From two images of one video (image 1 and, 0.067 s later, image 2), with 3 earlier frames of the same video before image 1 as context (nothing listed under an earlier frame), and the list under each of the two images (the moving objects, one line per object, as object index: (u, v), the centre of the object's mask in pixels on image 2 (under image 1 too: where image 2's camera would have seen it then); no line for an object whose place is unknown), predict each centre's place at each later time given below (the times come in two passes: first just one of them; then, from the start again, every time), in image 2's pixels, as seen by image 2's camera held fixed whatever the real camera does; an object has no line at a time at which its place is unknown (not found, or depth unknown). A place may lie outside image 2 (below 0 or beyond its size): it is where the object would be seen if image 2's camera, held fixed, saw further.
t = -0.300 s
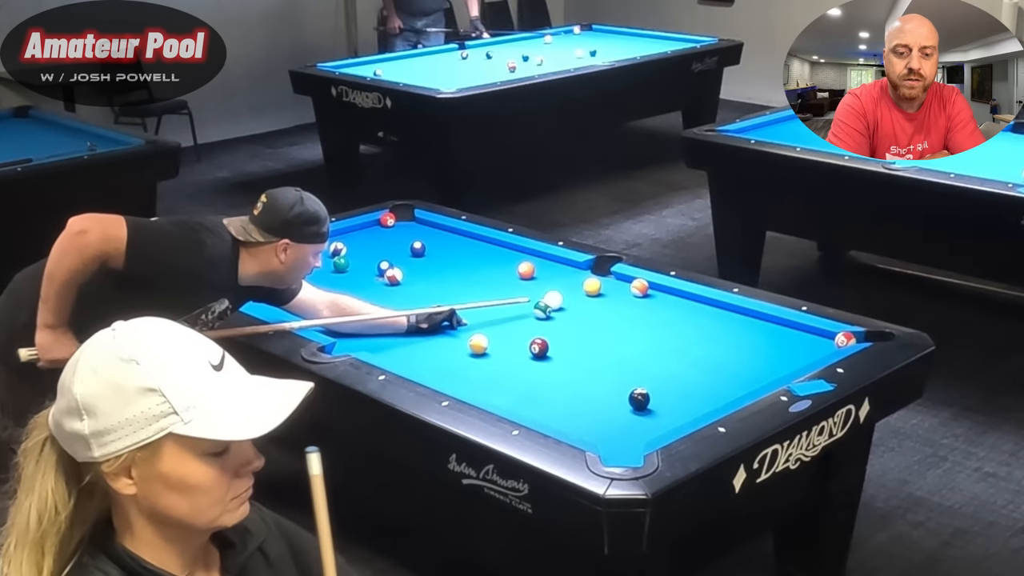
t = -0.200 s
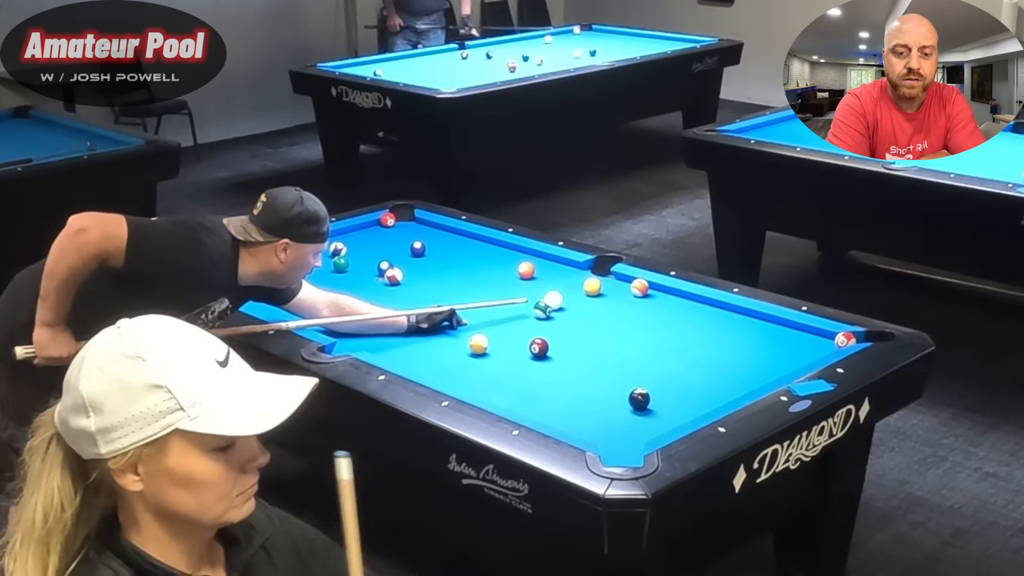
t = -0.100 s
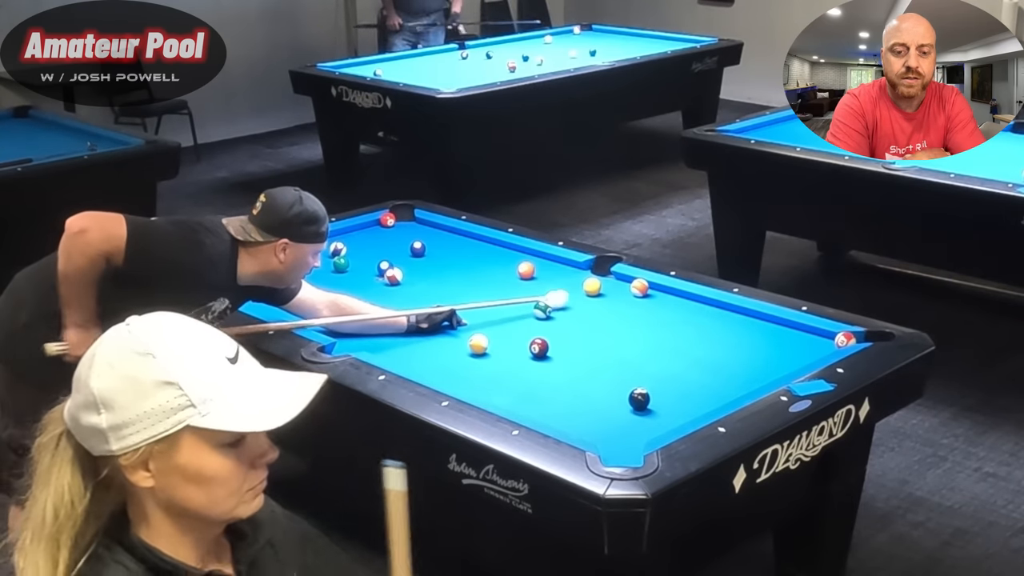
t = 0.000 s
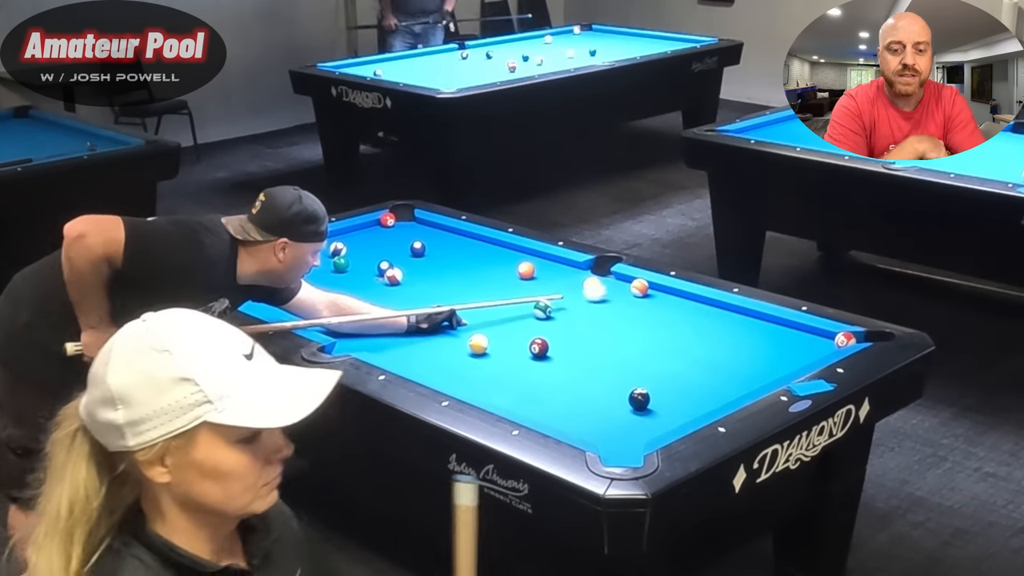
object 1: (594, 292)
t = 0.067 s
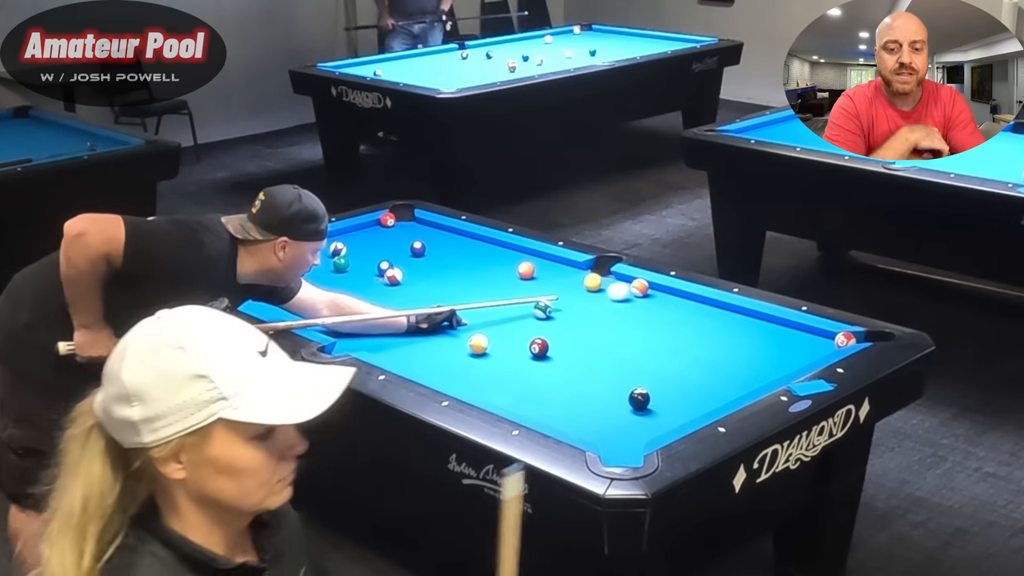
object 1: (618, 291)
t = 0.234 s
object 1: (649, 296)
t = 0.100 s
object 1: (627, 292)
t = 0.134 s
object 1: (632, 293)
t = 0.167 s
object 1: (637, 294)
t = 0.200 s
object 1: (643, 295)
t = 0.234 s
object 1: (649, 296)
